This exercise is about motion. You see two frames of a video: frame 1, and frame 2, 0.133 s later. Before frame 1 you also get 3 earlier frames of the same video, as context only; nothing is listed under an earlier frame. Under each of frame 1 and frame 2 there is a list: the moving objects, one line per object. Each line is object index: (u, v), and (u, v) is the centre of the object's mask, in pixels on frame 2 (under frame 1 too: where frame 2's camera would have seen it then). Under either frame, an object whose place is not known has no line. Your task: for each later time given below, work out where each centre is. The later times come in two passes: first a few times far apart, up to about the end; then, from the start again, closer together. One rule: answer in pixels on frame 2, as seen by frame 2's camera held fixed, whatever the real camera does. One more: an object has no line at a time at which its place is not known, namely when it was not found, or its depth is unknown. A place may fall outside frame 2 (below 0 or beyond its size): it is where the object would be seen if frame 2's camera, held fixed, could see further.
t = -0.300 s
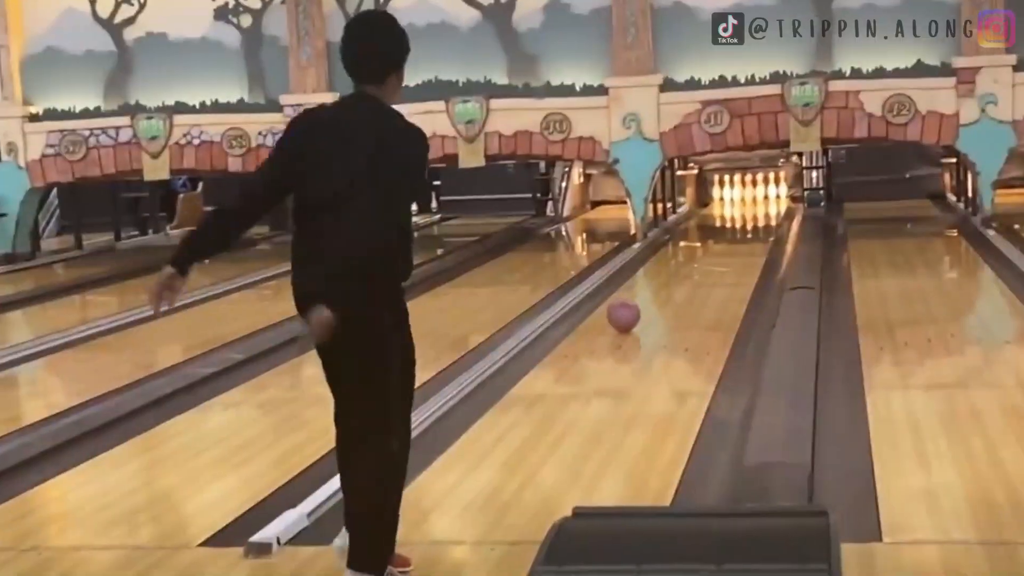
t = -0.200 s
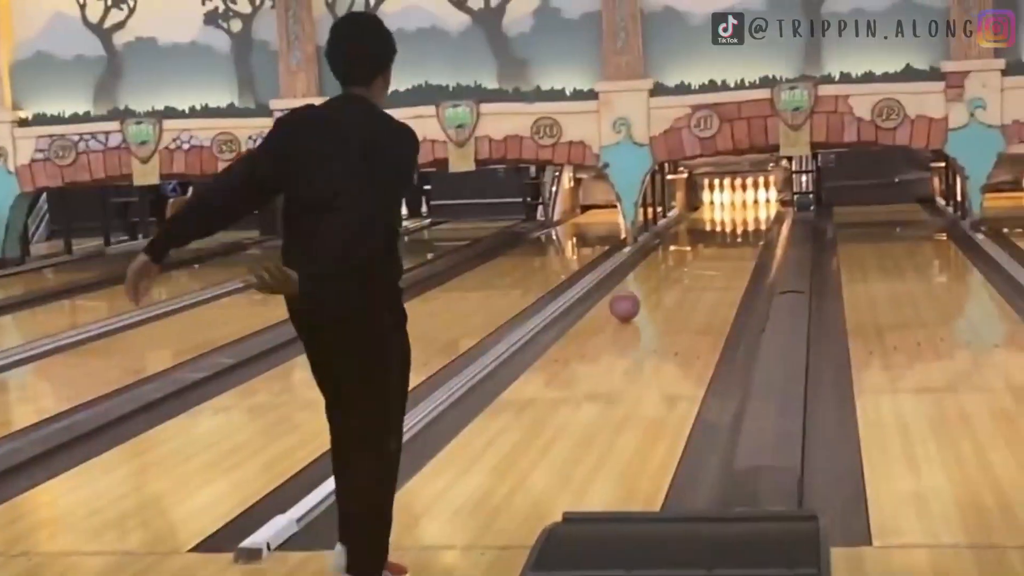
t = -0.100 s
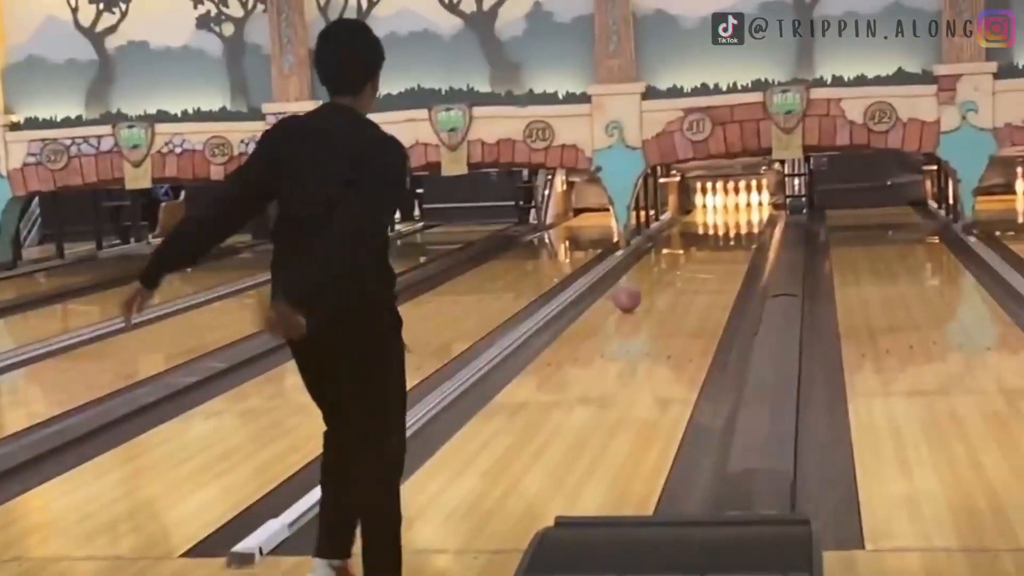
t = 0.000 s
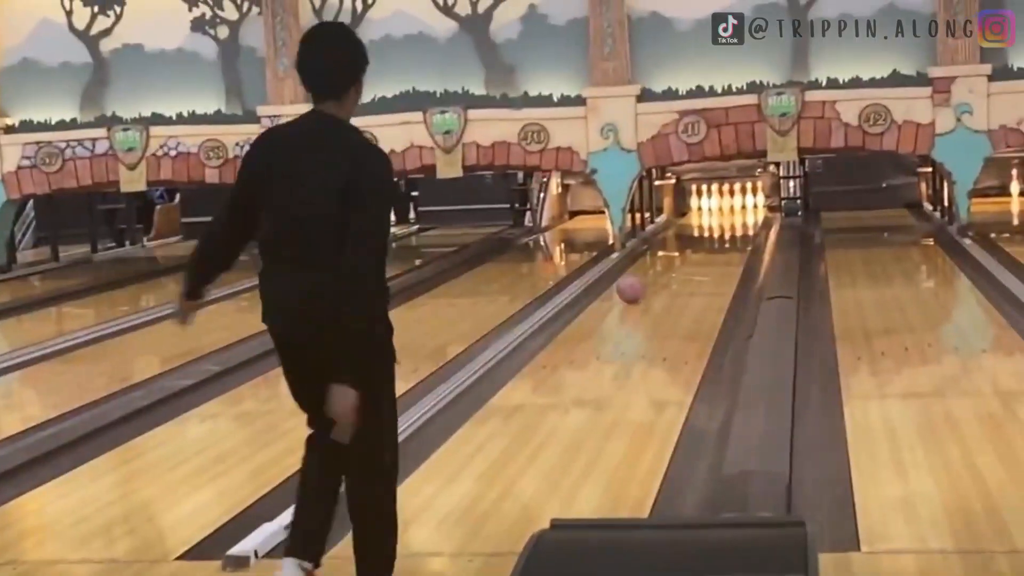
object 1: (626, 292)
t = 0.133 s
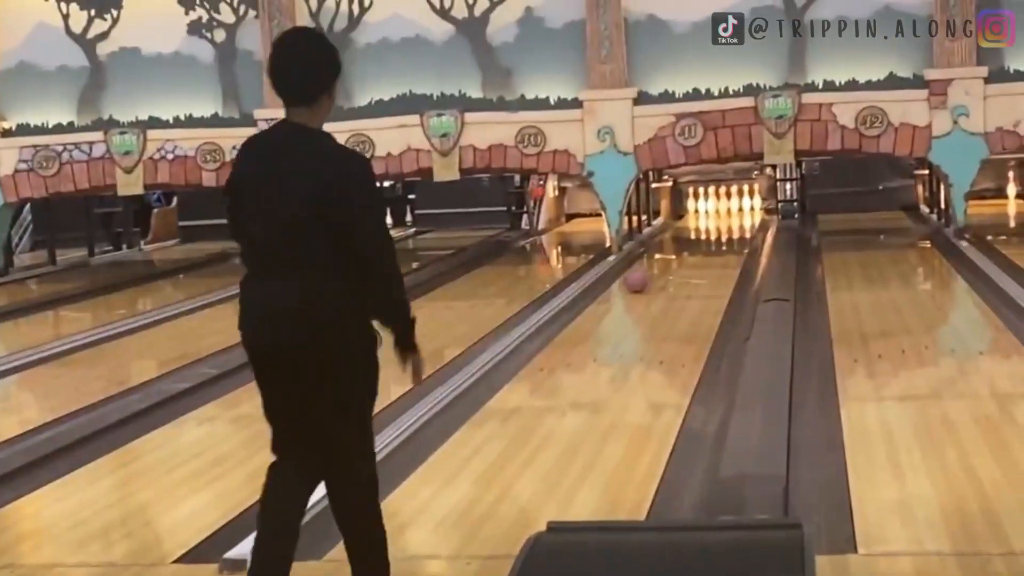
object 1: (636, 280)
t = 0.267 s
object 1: (642, 270)
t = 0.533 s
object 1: (654, 255)
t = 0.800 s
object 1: (663, 243)
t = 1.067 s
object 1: (675, 232)
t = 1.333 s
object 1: (680, 225)
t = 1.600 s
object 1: (687, 215)
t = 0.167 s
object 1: (638, 278)
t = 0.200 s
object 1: (641, 276)
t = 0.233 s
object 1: (643, 273)
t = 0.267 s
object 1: (642, 270)
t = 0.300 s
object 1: (647, 267)
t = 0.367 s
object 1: (647, 265)
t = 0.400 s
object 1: (647, 263)
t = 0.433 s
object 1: (650, 260)
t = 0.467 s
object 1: (653, 258)
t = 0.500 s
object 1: (653, 257)
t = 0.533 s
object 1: (654, 255)
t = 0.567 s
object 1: (656, 253)
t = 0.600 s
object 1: (657, 250)
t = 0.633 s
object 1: (659, 248)
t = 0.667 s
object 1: (660, 247)
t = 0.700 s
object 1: (662, 245)
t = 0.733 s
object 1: (663, 244)
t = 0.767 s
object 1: (664, 243)
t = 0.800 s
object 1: (663, 243)
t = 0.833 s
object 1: (664, 242)
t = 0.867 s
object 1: (664, 242)
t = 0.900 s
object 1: (664, 243)
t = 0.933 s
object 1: (665, 241)
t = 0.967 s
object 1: (667, 241)
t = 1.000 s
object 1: (668, 241)
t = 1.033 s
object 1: (674, 231)
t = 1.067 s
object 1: (675, 232)
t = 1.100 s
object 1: (676, 230)
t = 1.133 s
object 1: (677, 229)
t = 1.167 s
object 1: (678, 229)
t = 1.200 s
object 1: (678, 229)
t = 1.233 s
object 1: (678, 228)
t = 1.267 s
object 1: (679, 226)
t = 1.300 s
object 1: (680, 224)
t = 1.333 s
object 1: (680, 225)
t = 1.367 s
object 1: (682, 220)
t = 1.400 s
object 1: (683, 220)
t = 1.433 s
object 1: (683, 219)
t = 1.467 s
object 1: (684, 218)
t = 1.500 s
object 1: (685, 217)
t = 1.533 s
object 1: (686, 216)
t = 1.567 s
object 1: (687, 215)
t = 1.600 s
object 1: (687, 215)
